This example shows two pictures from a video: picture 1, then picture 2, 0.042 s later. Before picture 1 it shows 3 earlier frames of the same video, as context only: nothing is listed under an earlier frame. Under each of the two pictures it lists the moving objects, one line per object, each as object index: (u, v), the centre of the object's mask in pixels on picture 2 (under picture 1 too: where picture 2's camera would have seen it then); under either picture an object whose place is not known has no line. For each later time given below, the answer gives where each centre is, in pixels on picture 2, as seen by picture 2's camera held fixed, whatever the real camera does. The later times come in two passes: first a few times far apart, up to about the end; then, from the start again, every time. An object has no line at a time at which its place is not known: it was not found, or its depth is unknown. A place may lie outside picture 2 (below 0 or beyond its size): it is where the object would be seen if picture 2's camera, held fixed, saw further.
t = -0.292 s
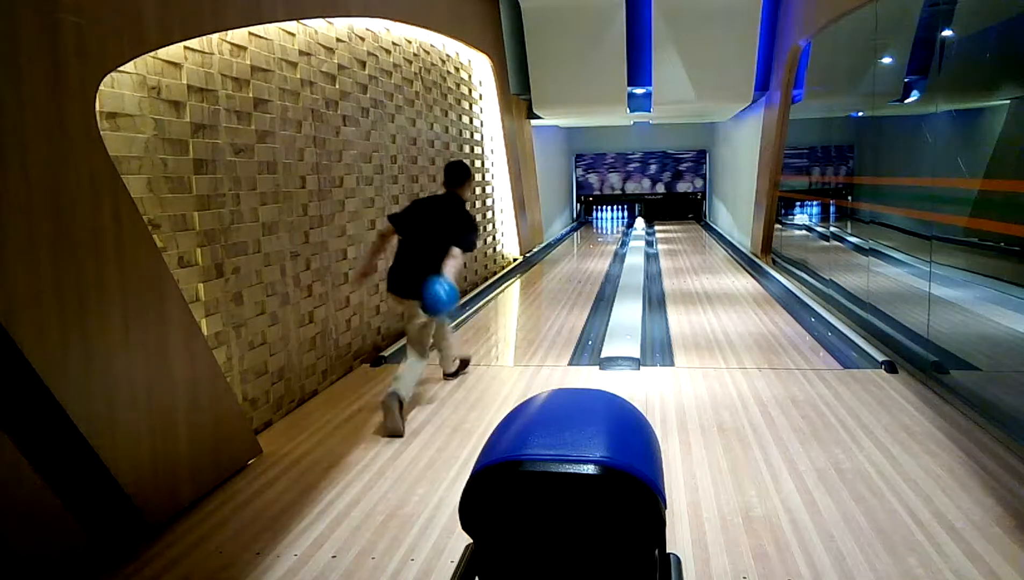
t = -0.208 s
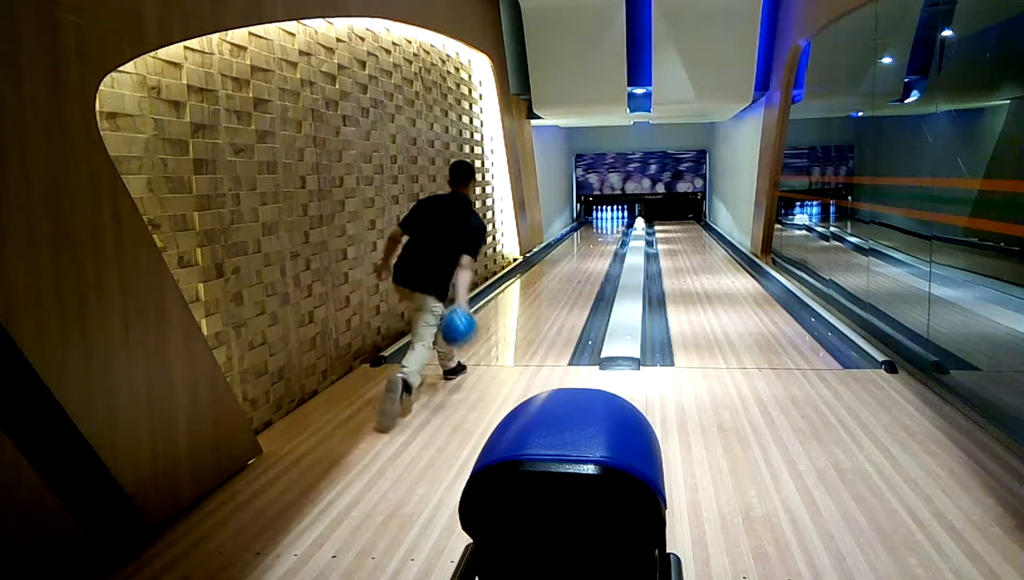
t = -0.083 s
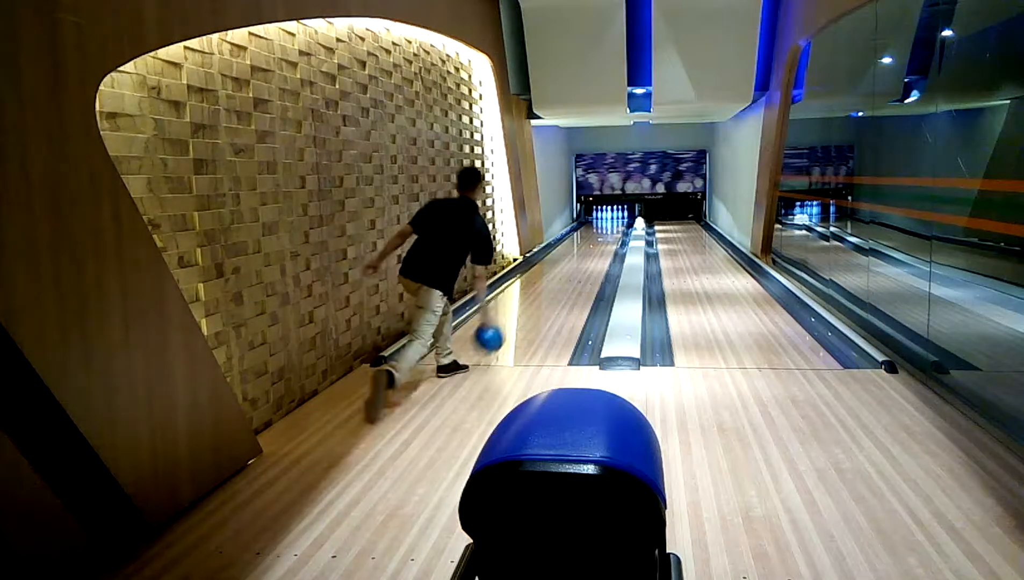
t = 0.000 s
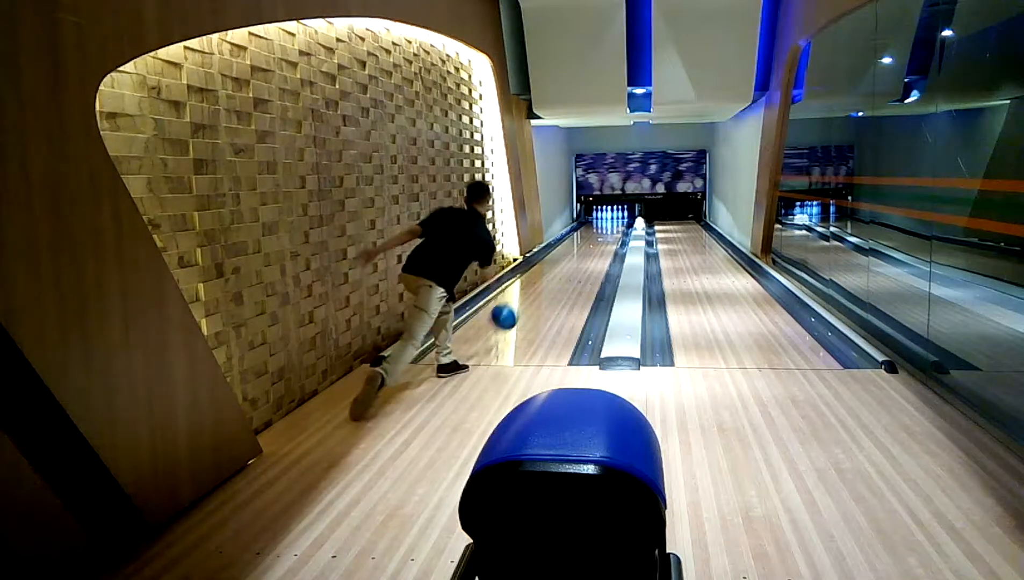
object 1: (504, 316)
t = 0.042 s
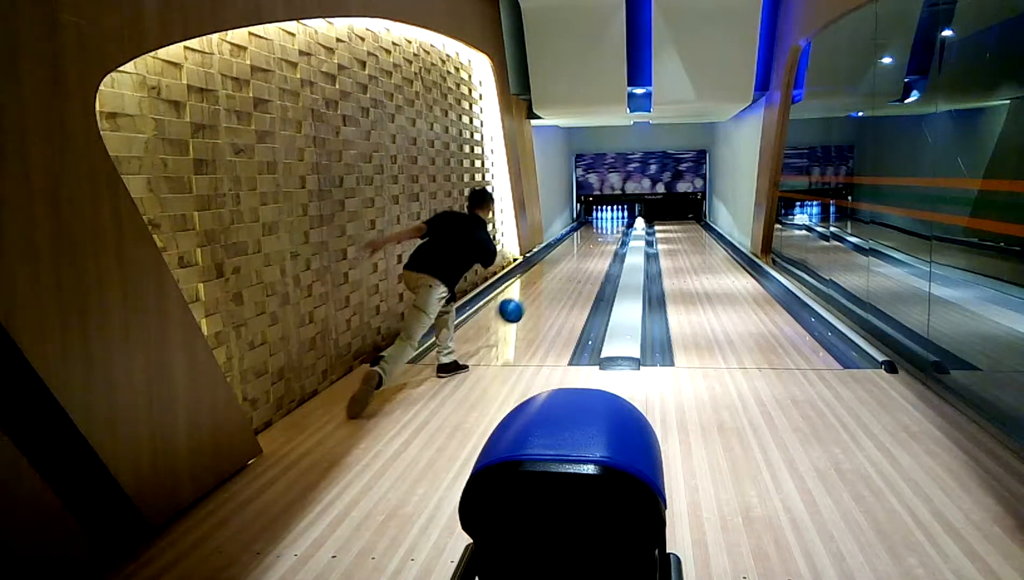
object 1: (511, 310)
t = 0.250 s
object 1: (536, 296)
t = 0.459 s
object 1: (553, 279)
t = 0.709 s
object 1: (567, 262)
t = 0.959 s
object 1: (577, 250)
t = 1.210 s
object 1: (585, 242)
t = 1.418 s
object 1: (590, 236)
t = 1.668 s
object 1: (595, 230)
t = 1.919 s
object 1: (599, 226)
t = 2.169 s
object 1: (603, 221)
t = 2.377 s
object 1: (605, 219)
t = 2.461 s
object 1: (606, 218)
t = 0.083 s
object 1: (517, 307)
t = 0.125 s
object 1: (523, 305)
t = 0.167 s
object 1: (528, 306)
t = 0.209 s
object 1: (532, 302)
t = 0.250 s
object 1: (536, 296)
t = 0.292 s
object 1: (540, 292)
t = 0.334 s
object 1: (543, 289)
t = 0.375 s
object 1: (547, 286)
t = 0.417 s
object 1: (550, 282)
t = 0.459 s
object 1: (553, 279)
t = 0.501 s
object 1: (555, 275)
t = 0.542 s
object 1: (558, 272)
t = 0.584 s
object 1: (560, 269)
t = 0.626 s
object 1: (563, 267)
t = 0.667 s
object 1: (565, 265)
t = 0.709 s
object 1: (567, 262)
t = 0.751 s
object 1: (569, 260)
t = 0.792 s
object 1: (570, 258)
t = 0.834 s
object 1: (572, 256)
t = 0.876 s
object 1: (574, 254)
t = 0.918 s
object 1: (576, 252)
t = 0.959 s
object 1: (577, 250)
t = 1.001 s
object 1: (579, 249)
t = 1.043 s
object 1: (580, 247)
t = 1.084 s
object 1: (581, 246)
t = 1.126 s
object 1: (582, 245)
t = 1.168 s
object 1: (584, 243)
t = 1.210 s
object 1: (585, 242)
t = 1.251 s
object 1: (586, 240)
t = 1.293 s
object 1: (588, 238)
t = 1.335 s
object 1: (588, 238)
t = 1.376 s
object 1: (590, 236)
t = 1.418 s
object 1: (590, 236)
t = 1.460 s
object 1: (591, 235)
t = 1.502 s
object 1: (592, 234)
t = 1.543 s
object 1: (592, 233)
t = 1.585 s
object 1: (593, 232)
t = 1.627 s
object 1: (594, 231)
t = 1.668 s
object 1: (595, 230)
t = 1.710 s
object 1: (596, 230)
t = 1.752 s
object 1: (597, 228)
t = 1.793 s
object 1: (597, 228)
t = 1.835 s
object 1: (597, 227)
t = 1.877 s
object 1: (598, 226)
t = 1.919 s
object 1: (599, 226)
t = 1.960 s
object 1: (600, 225)
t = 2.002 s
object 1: (600, 224)
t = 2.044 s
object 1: (601, 223)
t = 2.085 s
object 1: (602, 223)
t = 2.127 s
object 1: (603, 222)
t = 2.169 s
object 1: (603, 221)
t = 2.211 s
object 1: (603, 221)
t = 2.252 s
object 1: (604, 220)
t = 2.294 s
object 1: (604, 220)
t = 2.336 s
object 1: (605, 220)
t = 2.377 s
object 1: (605, 219)
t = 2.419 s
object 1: (605, 219)
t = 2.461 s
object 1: (606, 218)
